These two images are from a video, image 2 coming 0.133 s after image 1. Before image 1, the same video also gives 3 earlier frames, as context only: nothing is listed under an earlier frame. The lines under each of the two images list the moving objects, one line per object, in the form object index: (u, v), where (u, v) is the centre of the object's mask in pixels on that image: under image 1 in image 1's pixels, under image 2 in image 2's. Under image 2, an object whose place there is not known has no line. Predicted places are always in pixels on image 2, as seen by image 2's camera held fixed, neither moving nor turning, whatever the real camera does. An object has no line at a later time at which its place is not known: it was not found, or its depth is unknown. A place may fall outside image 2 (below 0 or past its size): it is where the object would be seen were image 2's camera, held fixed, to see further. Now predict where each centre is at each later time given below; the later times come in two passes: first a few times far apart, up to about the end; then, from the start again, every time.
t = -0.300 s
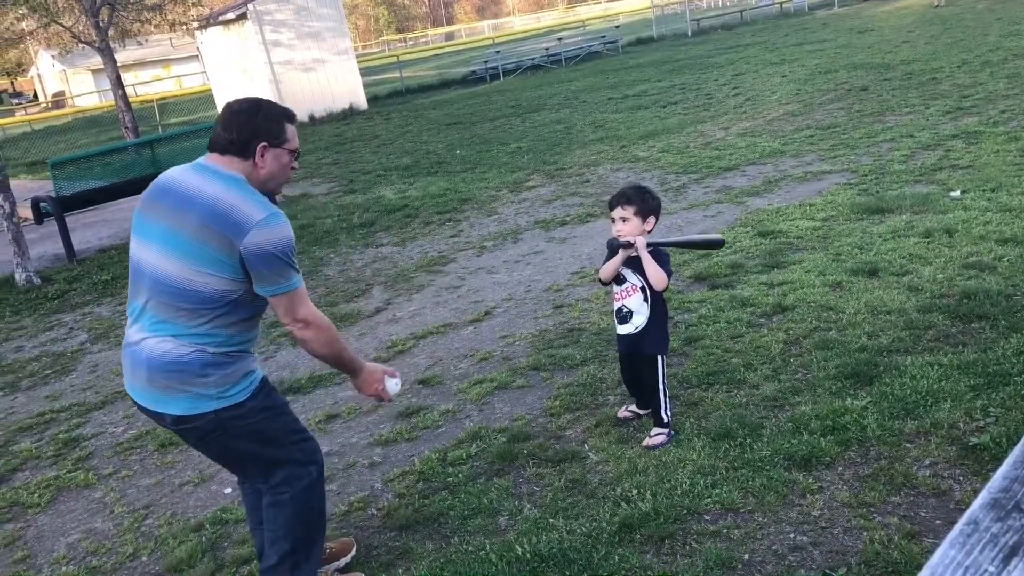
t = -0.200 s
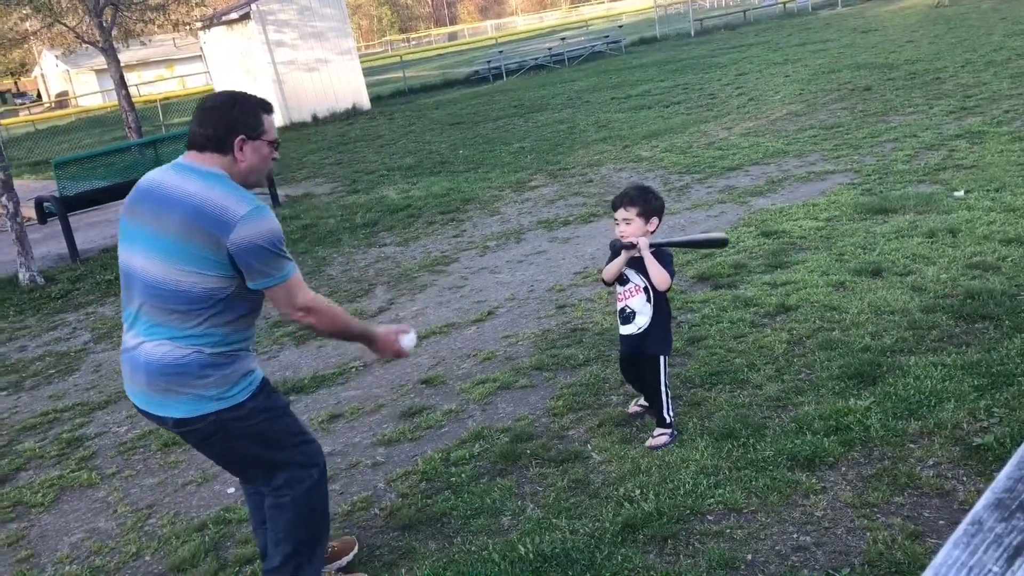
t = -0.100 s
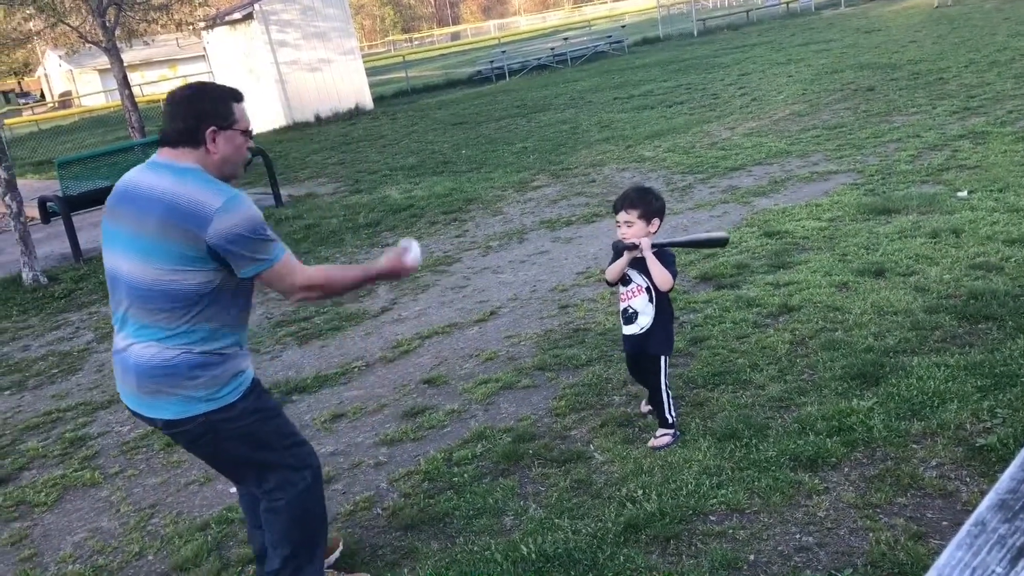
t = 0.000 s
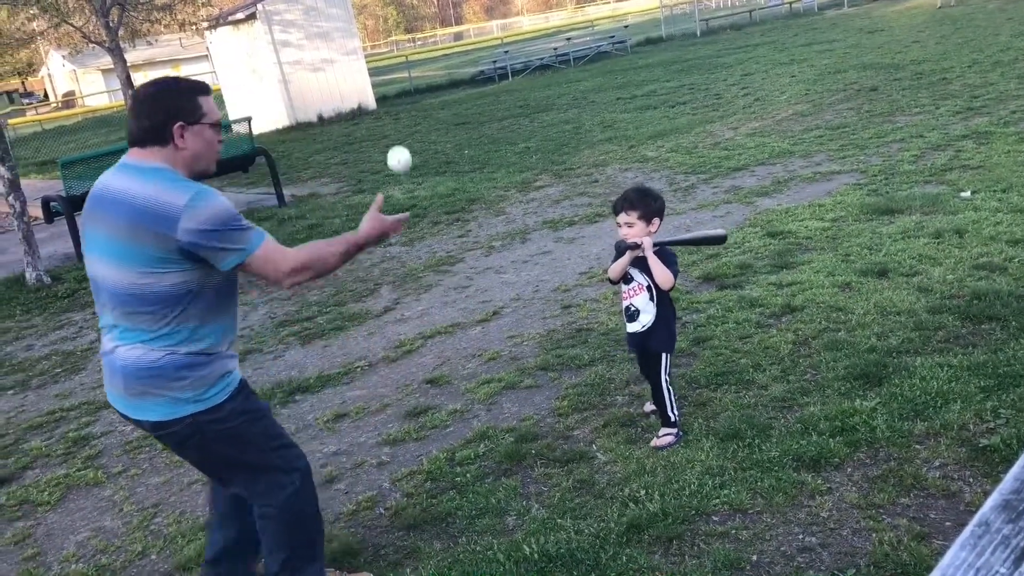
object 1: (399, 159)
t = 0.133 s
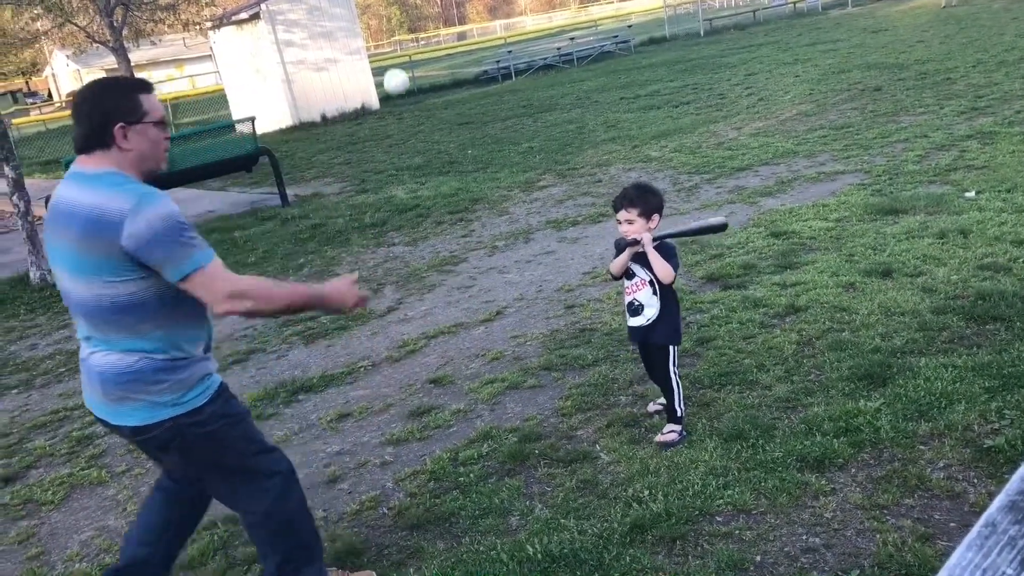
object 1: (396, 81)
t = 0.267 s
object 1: (402, 63)
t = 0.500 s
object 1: (437, 175)
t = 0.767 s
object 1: (503, 477)
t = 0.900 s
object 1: (492, 486)
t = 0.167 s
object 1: (396, 71)
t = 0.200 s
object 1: (397, 64)
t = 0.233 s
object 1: (399, 62)
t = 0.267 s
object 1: (402, 63)
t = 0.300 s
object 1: (405, 68)
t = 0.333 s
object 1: (409, 77)
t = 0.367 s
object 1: (414, 90)
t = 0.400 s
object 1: (419, 106)
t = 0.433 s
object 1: (424, 125)
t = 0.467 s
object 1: (430, 149)
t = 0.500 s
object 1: (437, 175)
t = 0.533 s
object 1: (444, 205)
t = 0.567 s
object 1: (451, 236)
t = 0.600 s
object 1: (460, 271)
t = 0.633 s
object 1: (469, 309)
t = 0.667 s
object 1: (477, 347)
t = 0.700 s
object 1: (485, 388)
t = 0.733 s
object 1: (494, 431)
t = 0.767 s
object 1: (503, 477)
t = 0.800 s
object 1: (508, 510)
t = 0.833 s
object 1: (502, 499)
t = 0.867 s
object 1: (497, 491)
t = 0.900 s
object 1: (492, 486)
